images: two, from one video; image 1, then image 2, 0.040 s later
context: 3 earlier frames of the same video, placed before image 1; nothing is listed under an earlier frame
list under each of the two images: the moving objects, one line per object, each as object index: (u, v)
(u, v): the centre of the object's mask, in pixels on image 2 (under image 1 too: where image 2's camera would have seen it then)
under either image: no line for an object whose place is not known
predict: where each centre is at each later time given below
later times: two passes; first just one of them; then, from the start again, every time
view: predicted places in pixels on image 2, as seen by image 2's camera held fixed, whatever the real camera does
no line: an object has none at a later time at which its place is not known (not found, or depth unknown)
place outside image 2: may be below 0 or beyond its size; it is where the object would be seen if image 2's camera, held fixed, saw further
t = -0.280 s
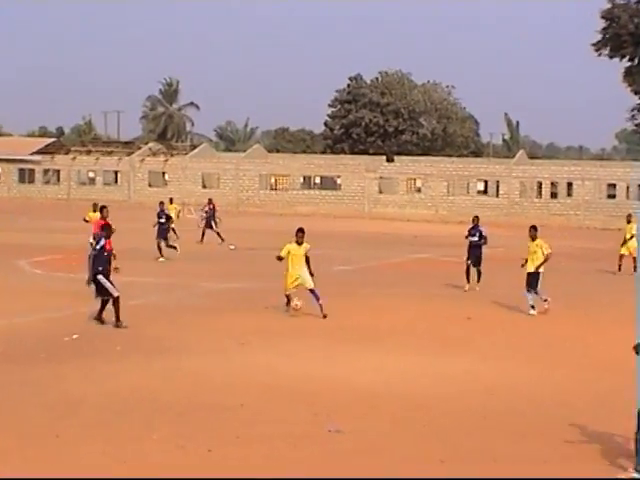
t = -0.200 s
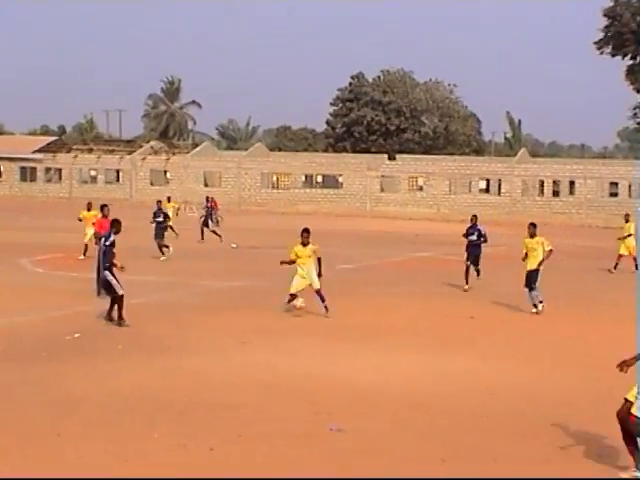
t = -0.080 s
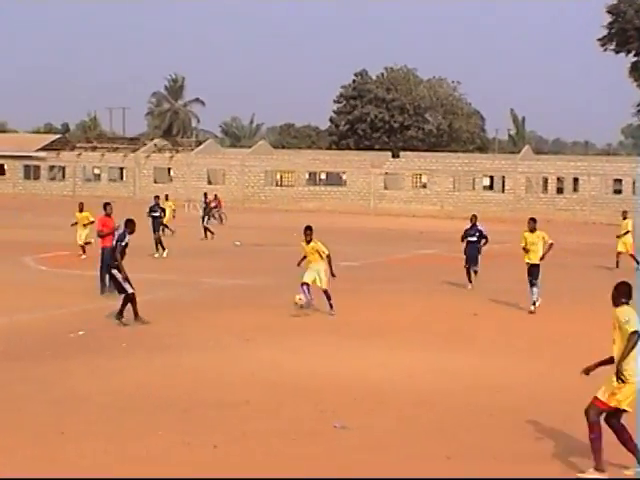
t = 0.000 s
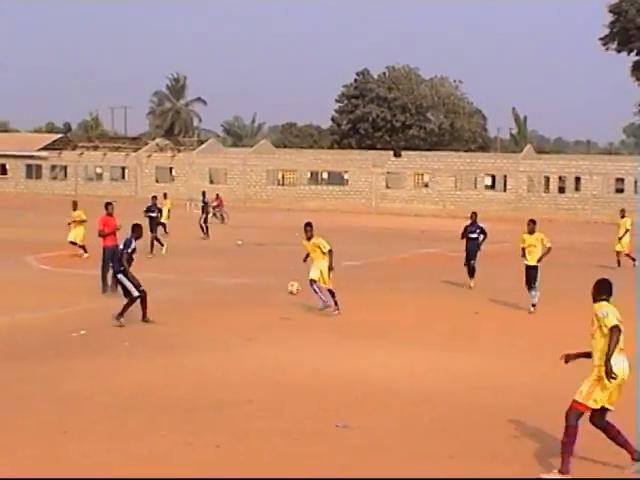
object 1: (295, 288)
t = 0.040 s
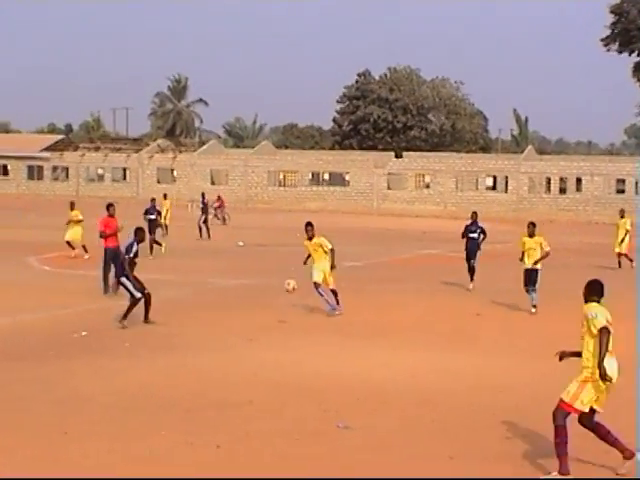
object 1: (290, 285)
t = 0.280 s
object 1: (254, 288)
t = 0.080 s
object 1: (285, 283)
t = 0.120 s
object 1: (280, 281)
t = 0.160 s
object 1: (274, 281)
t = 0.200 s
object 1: (268, 282)
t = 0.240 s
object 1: (262, 285)
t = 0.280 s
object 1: (254, 288)
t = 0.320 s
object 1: (245, 293)
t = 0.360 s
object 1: (236, 300)
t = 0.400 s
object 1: (226, 309)
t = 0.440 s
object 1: (216, 318)
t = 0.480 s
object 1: (204, 330)
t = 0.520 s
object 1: (192, 344)
